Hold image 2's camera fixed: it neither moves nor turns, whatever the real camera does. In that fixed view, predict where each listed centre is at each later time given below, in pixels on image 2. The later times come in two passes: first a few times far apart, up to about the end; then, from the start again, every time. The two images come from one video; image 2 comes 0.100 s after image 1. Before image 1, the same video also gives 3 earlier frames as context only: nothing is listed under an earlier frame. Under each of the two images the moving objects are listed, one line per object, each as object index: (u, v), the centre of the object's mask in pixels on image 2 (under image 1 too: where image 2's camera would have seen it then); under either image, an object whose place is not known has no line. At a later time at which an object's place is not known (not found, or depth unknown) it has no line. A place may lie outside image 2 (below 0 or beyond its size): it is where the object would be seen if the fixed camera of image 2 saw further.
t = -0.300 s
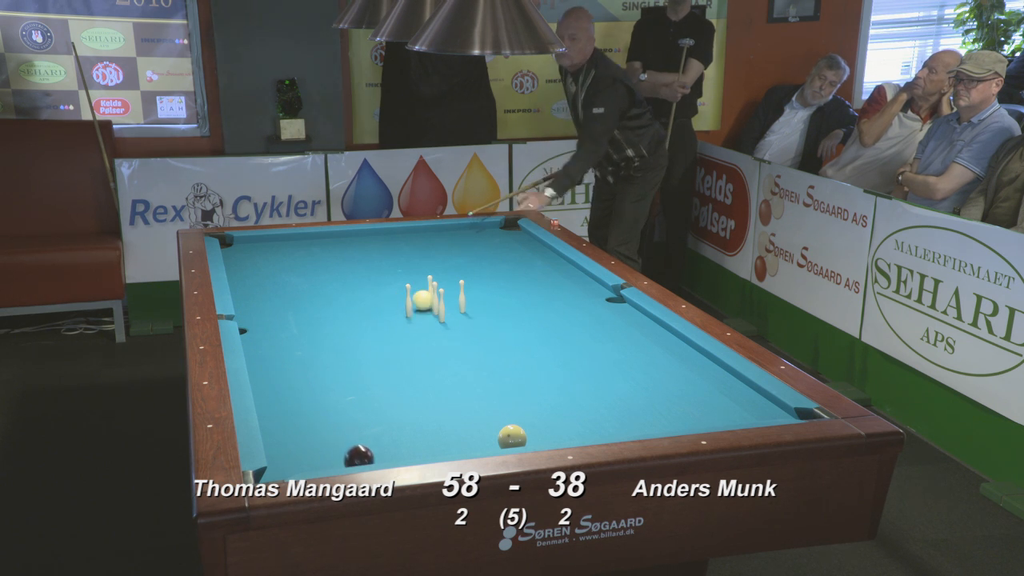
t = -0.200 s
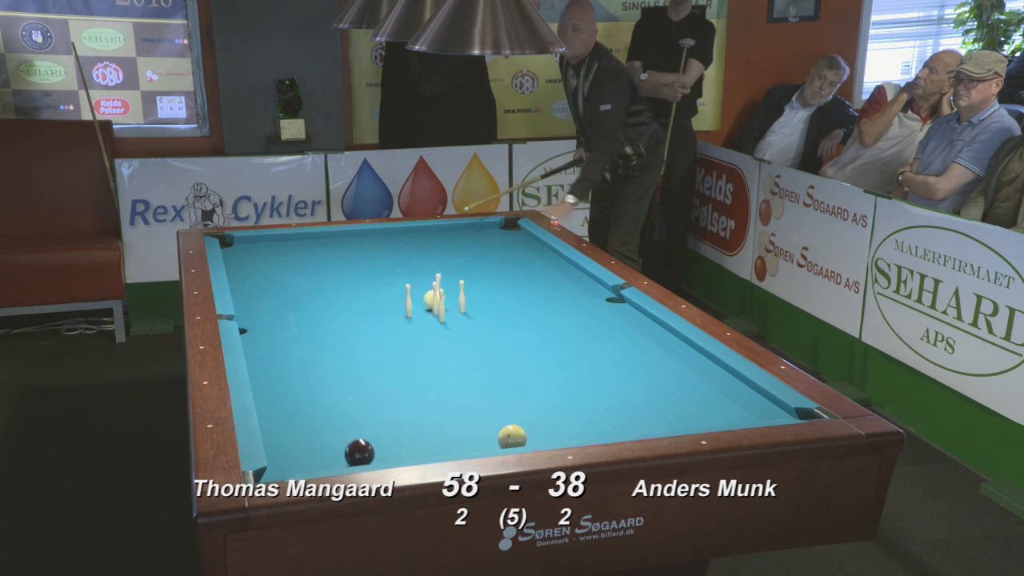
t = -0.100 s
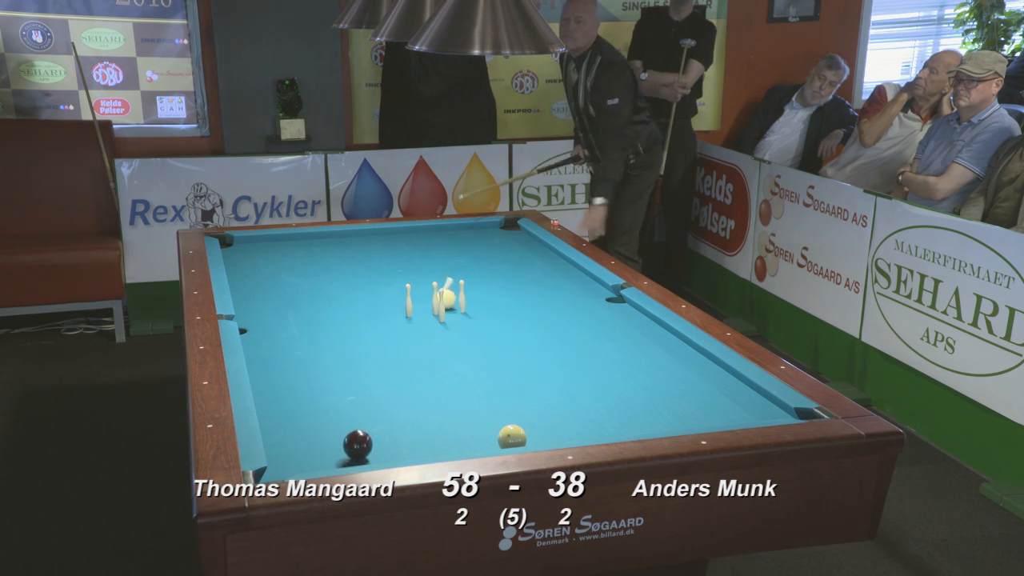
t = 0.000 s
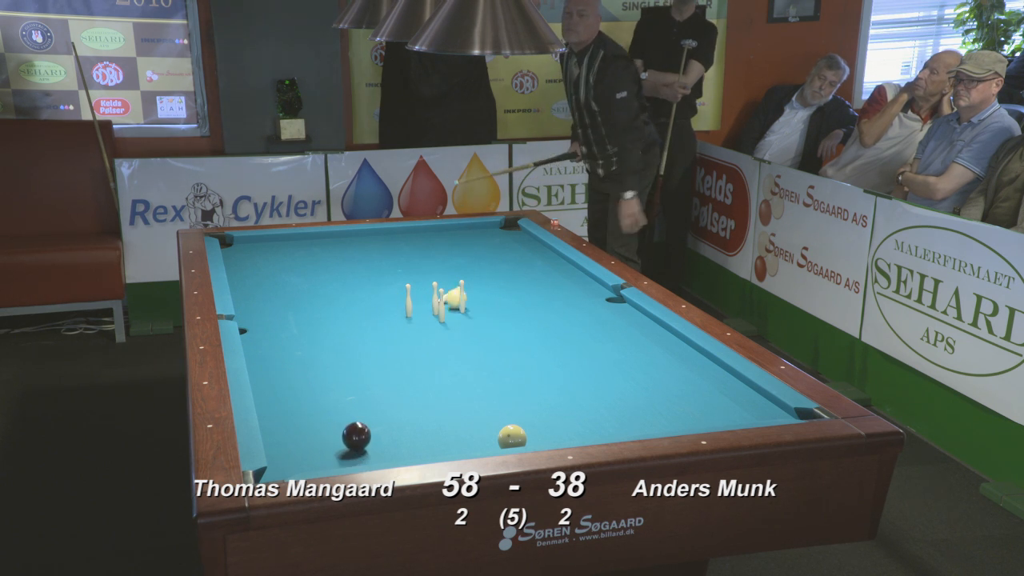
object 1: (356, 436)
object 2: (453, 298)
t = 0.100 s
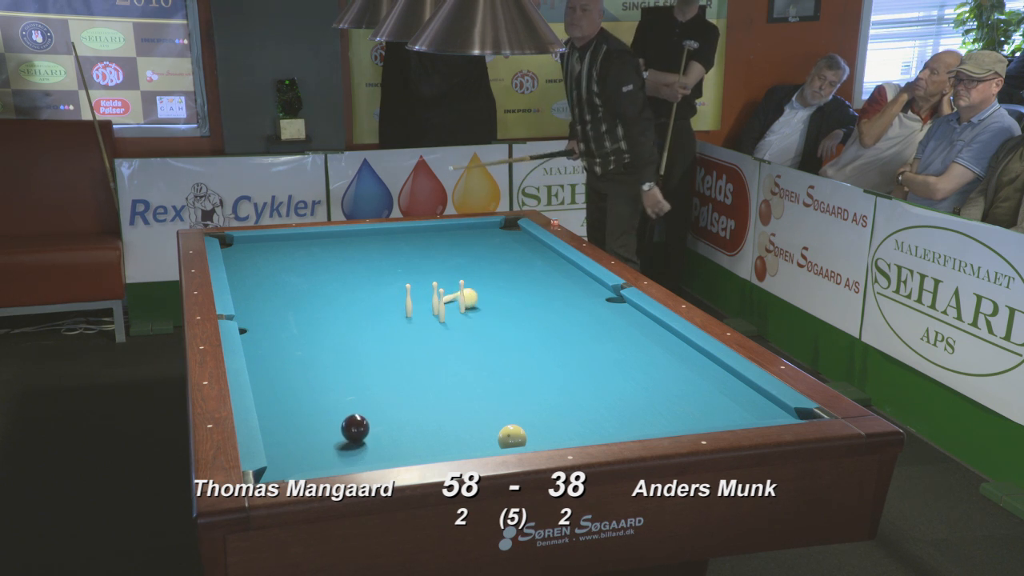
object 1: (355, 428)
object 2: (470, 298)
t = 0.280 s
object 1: (353, 415)
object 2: (486, 297)
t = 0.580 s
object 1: (350, 395)
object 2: (516, 296)
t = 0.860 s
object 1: (348, 378)
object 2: (543, 295)
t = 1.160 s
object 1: (346, 363)
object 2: (570, 294)
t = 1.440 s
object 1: (344, 349)
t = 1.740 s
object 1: (343, 337)
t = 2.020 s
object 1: (341, 326)
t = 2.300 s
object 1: (340, 317)
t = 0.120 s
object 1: (355, 426)
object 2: (471, 298)
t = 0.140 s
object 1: (355, 425)
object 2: (472, 298)
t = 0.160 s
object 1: (354, 424)
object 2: (474, 298)
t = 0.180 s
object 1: (354, 422)
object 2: (476, 298)
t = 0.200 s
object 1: (354, 421)
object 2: (478, 298)
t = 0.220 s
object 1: (354, 419)
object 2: (480, 297)
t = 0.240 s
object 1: (353, 418)
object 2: (482, 297)
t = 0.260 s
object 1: (353, 416)
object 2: (484, 297)
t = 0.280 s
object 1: (353, 415)
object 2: (486, 297)
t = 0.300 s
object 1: (353, 413)
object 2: (488, 297)
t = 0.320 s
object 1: (353, 412)
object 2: (490, 297)
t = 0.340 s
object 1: (352, 410)
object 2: (492, 297)
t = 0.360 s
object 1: (352, 409)
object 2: (494, 297)
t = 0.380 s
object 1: (352, 408)
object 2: (496, 297)
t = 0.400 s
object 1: (352, 406)
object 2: (498, 297)
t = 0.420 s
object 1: (352, 405)
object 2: (500, 297)
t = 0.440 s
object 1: (351, 404)
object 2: (502, 297)
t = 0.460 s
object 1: (351, 402)
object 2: (504, 297)
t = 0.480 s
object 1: (351, 401)
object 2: (506, 296)
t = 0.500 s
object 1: (351, 400)
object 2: (508, 297)
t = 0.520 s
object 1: (351, 398)
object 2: (510, 296)
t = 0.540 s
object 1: (351, 397)
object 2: (512, 296)
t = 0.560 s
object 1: (350, 396)
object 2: (514, 296)
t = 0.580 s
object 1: (350, 395)
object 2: (516, 296)
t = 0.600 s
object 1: (350, 393)
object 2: (518, 296)
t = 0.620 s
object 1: (350, 392)
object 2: (520, 296)
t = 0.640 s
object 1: (350, 391)
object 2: (522, 296)
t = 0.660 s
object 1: (349, 390)
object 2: (524, 296)
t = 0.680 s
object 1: (349, 388)
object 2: (526, 296)
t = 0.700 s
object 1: (349, 387)
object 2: (528, 295)
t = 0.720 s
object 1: (349, 386)
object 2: (530, 295)
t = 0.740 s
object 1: (349, 385)
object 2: (531, 295)
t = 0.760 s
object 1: (349, 384)
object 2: (533, 295)
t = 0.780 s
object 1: (348, 383)
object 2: (535, 295)
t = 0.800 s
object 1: (348, 382)
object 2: (537, 295)
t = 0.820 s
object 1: (348, 380)
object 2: (539, 295)
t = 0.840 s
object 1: (348, 379)
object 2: (541, 295)
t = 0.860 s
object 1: (348, 378)
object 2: (543, 295)
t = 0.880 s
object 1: (348, 377)
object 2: (545, 295)
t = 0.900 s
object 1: (348, 376)
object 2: (546, 295)
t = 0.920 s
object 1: (347, 375)
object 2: (548, 295)
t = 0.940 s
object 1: (347, 374)
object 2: (550, 295)
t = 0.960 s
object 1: (347, 373)
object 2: (552, 294)
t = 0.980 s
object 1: (347, 372)
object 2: (554, 294)
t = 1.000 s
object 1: (347, 371)
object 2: (556, 294)
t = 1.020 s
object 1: (347, 370)
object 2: (557, 294)
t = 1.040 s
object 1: (347, 369)
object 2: (559, 294)
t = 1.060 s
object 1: (346, 368)
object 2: (561, 294)
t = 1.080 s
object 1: (346, 366)
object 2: (563, 294)
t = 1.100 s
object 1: (346, 366)
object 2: (565, 294)
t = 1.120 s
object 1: (346, 365)
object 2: (566, 294)
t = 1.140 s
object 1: (346, 363)
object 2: (568, 294)
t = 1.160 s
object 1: (346, 363)
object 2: (570, 294)
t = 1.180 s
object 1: (346, 361)
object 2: (572, 294)
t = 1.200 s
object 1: (346, 361)
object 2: (573, 294)
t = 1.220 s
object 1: (345, 360)
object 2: (575, 294)
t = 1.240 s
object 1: (345, 358)
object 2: (577, 294)
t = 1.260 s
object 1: (345, 358)
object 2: (578, 293)
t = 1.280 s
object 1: (345, 357)
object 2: (580, 293)
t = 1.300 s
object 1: (345, 356)
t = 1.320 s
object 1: (345, 355)
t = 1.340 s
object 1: (345, 354)
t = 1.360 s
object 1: (345, 353)
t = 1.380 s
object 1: (344, 352)
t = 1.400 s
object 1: (344, 351)
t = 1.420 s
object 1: (344, 350)
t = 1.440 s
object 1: (344, 349)
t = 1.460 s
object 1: (344, 349)
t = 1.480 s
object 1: (344, 348)
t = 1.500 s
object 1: (344, 347)
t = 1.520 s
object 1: (344, 346)
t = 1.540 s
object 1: (344, 345)
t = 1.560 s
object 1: (343, 344)
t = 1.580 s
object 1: (343, 344)
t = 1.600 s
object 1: (343, 343)
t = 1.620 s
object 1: (343, 342)
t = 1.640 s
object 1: (343, 341)
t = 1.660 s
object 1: (343, 340)
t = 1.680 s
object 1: (343, 339)
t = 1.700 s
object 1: (343, 338)
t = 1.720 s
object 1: (343, 338)
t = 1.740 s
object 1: (343, 337)
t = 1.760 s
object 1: (342, 336)
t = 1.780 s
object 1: (342, 335)
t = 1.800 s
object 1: (342, 335)
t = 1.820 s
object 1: (342, 334)
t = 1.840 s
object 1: (342, 333)
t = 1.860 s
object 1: (342, 332)
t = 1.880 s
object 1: (342, 331)
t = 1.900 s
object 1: (342, 331)
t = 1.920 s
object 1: (341, 330)
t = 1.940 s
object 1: (341, 329)
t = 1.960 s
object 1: (341, 328)
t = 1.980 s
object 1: (341, 328)
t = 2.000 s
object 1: (341, 327)
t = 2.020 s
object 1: (341, 326)
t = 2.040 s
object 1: (341, 326)
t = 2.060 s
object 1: (341, 325)
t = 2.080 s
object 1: (341, 324)
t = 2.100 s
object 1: (341, 323)
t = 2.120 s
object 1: (340, 323)
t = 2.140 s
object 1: (340, 322)
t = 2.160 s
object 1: (340, 321)
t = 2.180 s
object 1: (340, 321)
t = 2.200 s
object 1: (340, 320)
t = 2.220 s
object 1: (340, 319)
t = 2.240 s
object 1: (340, 318)
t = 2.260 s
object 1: (340, 318)
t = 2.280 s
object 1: (340, 317)
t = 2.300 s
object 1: (340, 317)
